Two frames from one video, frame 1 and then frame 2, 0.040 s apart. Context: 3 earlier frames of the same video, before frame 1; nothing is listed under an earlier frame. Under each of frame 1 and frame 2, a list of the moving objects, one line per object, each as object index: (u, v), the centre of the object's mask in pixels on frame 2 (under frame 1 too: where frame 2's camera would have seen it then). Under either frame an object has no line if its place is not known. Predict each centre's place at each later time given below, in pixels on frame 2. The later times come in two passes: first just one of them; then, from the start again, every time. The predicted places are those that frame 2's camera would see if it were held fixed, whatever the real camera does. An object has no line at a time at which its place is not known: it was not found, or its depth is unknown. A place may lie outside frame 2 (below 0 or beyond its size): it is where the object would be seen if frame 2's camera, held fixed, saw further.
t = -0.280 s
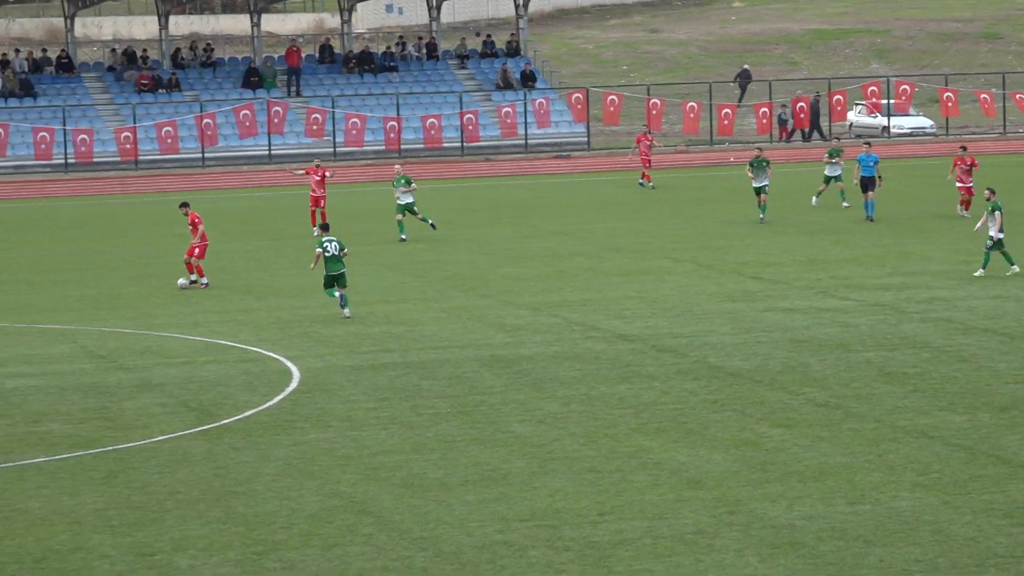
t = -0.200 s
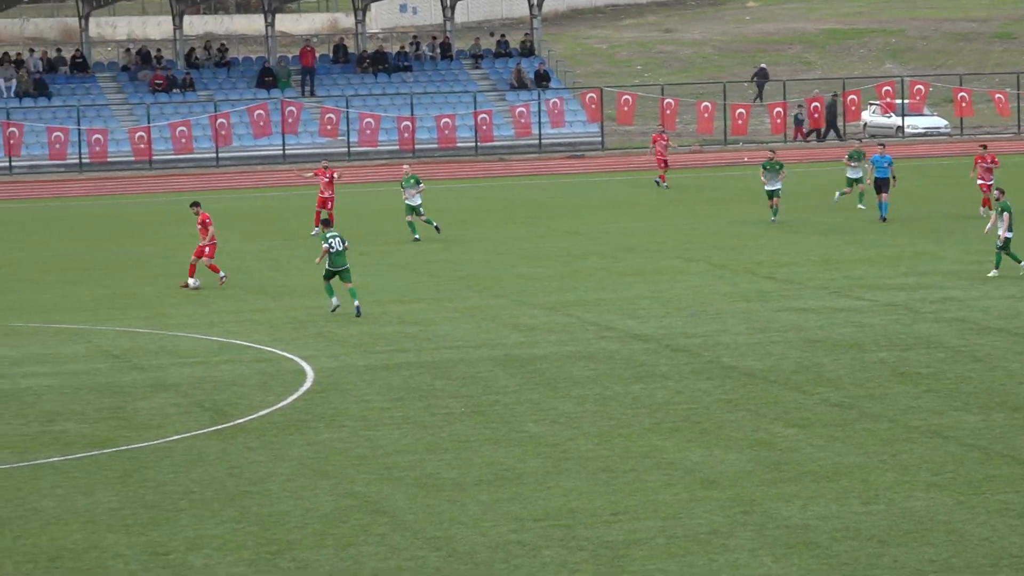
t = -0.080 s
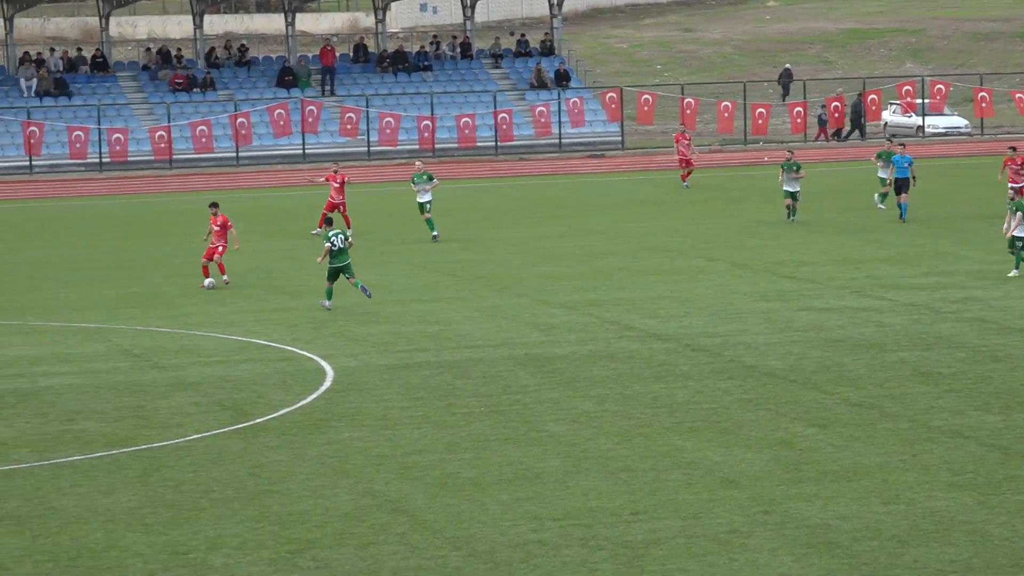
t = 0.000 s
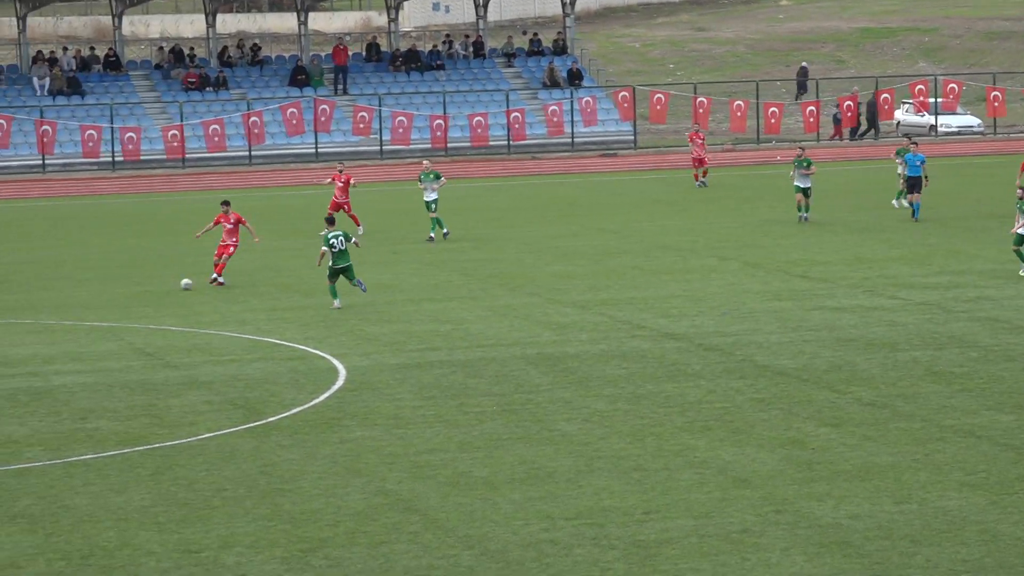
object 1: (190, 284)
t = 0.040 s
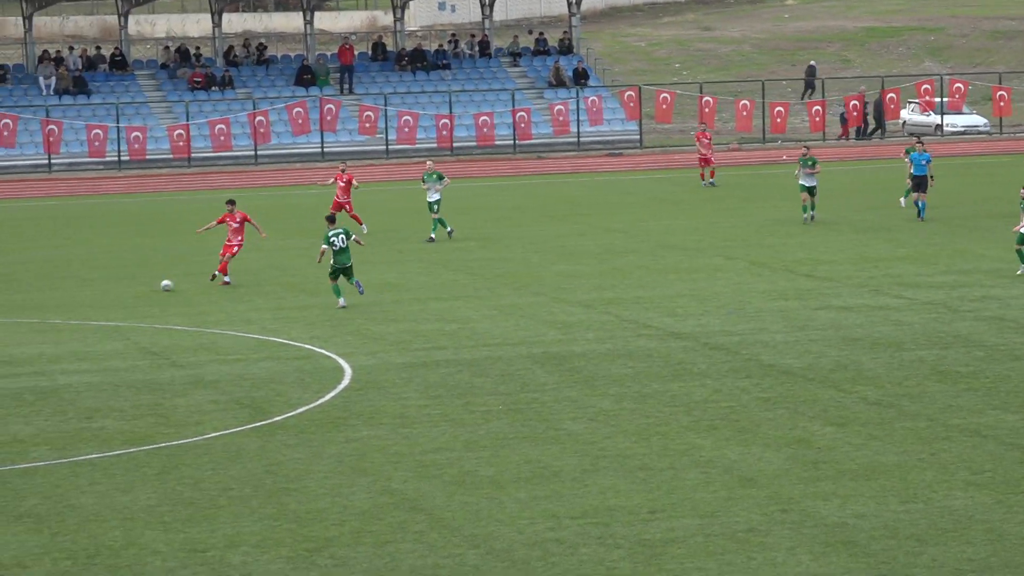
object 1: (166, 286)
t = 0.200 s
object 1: (75, 290)
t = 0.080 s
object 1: (143, 287)
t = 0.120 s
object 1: (120, 287)
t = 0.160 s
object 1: (98, 289)
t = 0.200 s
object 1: (75, 290)
